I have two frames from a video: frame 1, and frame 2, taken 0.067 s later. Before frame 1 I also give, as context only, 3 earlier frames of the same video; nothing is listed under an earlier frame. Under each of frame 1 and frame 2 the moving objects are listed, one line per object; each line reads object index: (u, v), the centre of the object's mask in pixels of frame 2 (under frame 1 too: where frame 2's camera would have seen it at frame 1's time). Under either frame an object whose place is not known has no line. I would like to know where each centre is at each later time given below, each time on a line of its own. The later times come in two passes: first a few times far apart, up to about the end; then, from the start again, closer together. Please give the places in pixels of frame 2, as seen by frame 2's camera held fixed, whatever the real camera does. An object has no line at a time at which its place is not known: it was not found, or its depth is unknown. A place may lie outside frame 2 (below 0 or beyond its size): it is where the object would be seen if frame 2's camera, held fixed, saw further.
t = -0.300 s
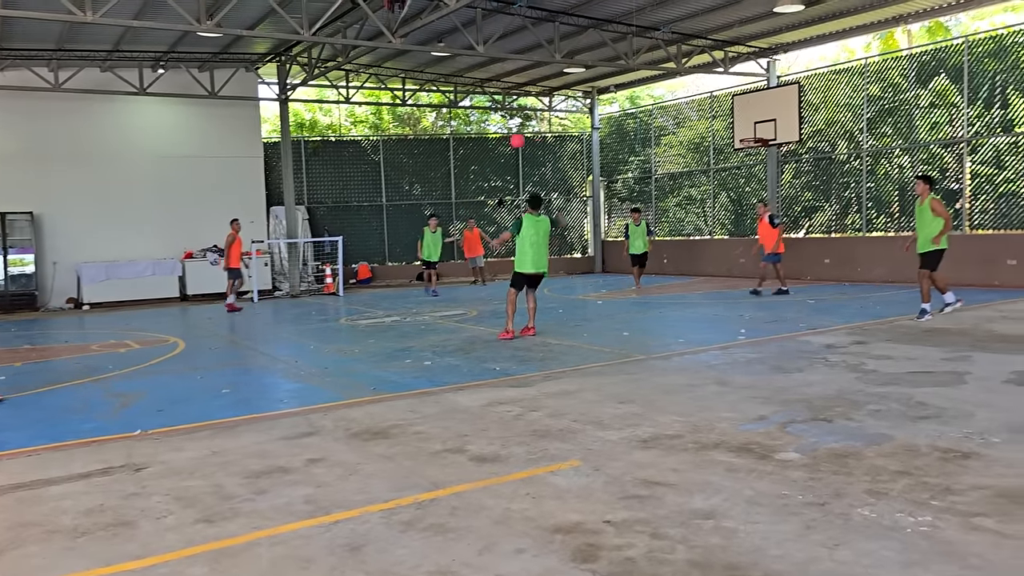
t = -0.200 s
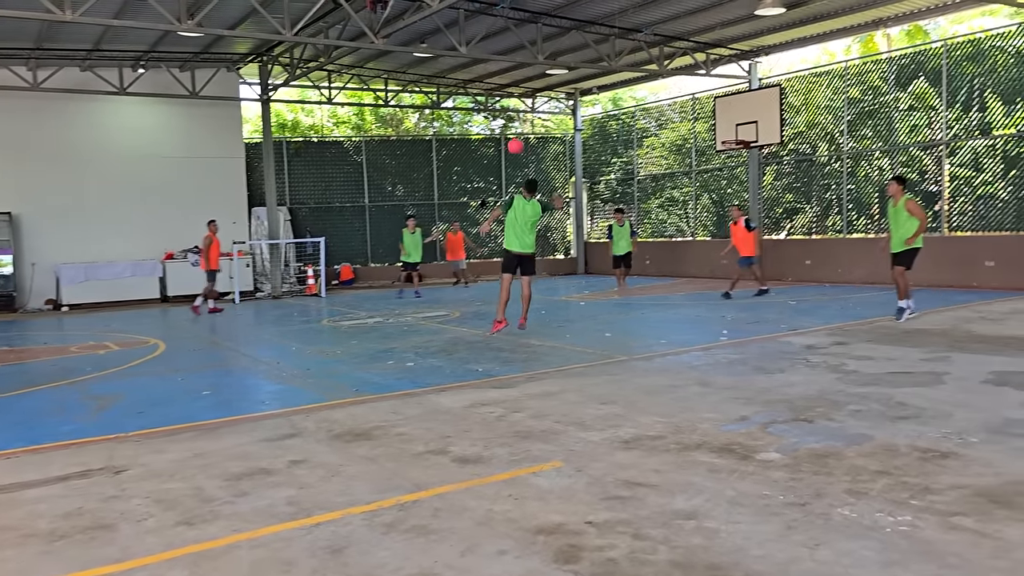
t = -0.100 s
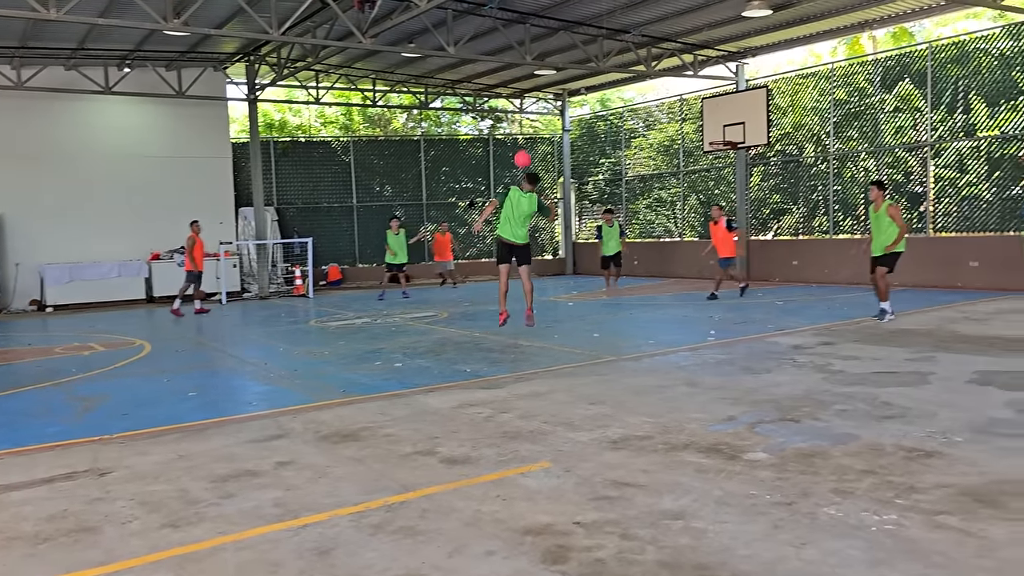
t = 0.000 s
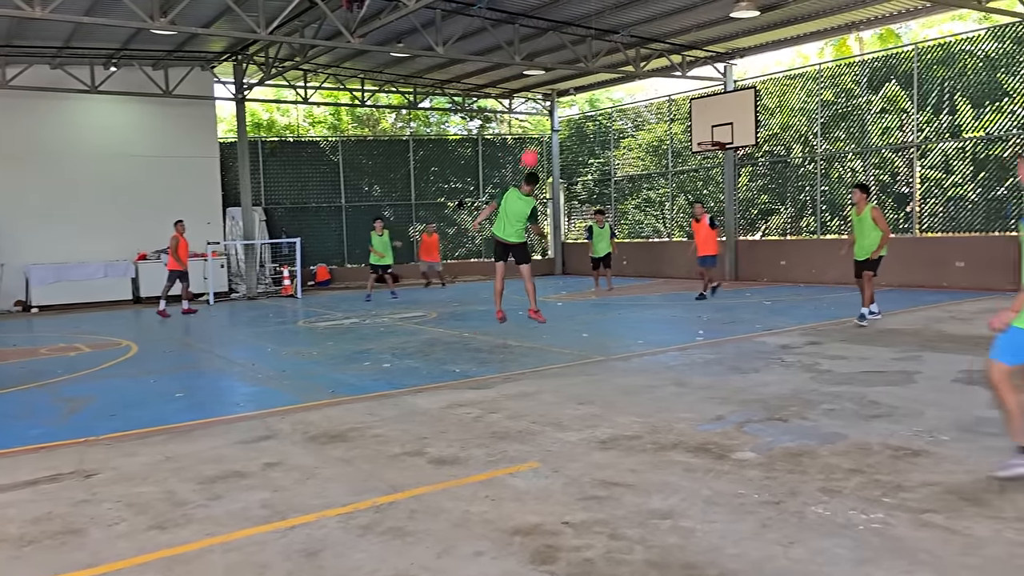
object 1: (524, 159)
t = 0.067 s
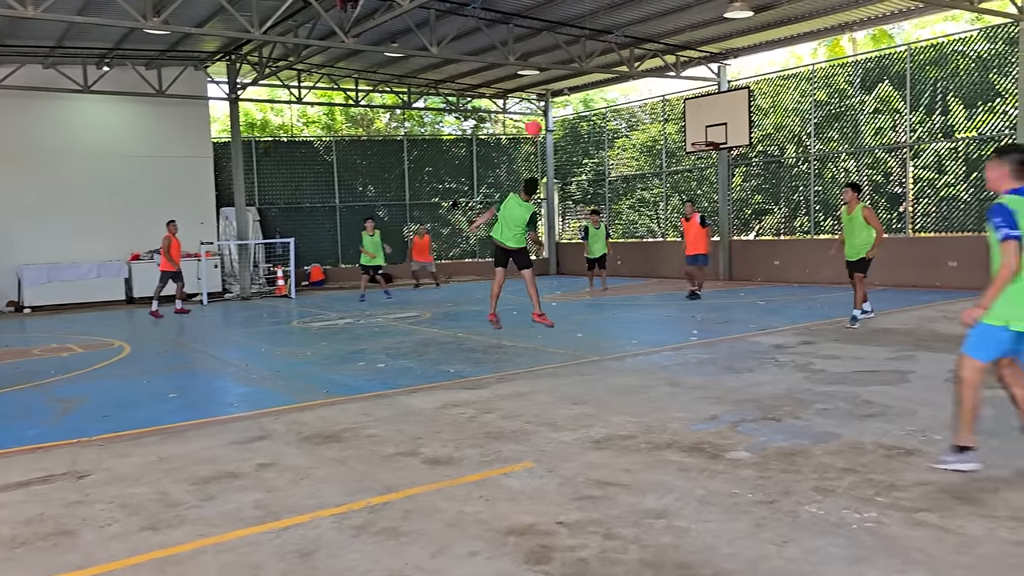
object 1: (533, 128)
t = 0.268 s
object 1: (555, 63)
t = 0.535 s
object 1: (586, 32)
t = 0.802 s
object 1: (617, 52)
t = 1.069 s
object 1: (644, 117)
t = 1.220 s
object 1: (655, 171)
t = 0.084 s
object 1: (535, 121)
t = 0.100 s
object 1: (537, 115)
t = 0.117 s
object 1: (538, 109)
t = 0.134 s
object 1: (541, 102)
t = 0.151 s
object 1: (542, 97)
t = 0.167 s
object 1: (543, 91)
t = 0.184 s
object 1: (546, 86)
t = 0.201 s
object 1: (547, 81)
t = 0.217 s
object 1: (549, 76)
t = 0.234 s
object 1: (552, 72)
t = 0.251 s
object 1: (554, 67)
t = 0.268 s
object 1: (555, 63)
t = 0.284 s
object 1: (557, 60)
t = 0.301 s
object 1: (559, 56)
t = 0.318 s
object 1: (560, 53)
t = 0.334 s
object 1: (562, 51)
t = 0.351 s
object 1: (563, 49)
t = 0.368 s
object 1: (565, 45)
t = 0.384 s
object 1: (568, 43)
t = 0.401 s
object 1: (570, 41)
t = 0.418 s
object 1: (572, 39)
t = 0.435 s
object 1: (574, 38)
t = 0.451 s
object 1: (576, 36)
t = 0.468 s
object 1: (578, 35)
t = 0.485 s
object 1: (580, 34)
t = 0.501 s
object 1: (582, 33)
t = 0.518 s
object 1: (584, 33)
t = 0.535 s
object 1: (586, 32)
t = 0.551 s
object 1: (588, 32)
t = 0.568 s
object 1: (590, 32)
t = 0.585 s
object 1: (592, 32)
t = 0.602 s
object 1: (594, 33)
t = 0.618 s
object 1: (596, 33)
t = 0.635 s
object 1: (598, 34)
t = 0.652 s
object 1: (600, 36)
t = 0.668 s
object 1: (601, 37)
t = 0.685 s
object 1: (603, 38)
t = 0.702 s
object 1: (605, 39)
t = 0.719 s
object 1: (607, 41)
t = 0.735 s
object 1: (609, 43)
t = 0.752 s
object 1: (611, 45)
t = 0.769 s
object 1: (613, 46)
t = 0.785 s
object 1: (615, 49)
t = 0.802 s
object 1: (617, 52)
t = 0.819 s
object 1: (618, 55)
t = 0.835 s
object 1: (620, 58)
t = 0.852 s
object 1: (622, 61)
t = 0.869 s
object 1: (624, 65)
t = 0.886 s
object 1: (626, 68)
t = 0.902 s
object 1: (627, 73)
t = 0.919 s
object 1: (629, 76)
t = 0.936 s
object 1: (630, 79)
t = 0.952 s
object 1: (632, 84)
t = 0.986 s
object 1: (636, 94)
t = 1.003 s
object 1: (637, 98)
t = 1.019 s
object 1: (639, 104)
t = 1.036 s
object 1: (640, 108)
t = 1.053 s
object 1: (642, 113)
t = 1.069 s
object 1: (644, 117)
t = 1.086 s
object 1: (645, 123)
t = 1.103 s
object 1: (646, 129)
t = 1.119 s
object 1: (648, 135)
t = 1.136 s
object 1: (649, 141)
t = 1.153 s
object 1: (650, 147)
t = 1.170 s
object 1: (651, 152)
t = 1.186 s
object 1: (653, 159)
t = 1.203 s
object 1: (654, 165)
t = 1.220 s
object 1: (655, 171)
